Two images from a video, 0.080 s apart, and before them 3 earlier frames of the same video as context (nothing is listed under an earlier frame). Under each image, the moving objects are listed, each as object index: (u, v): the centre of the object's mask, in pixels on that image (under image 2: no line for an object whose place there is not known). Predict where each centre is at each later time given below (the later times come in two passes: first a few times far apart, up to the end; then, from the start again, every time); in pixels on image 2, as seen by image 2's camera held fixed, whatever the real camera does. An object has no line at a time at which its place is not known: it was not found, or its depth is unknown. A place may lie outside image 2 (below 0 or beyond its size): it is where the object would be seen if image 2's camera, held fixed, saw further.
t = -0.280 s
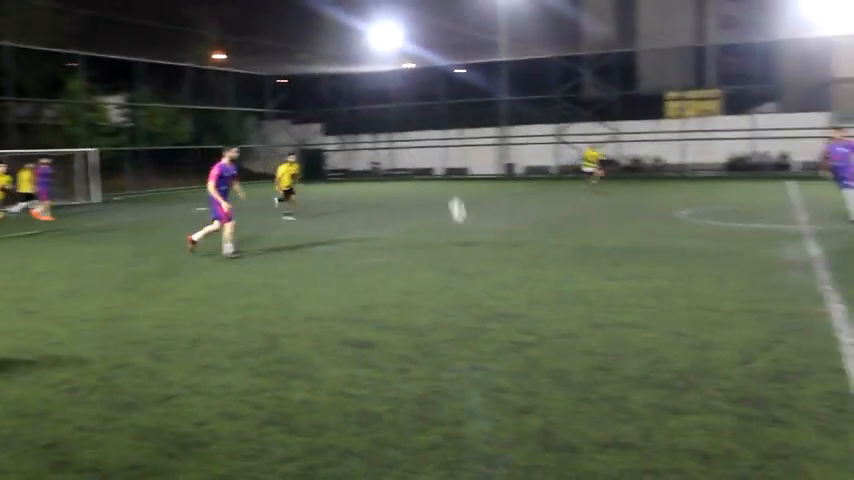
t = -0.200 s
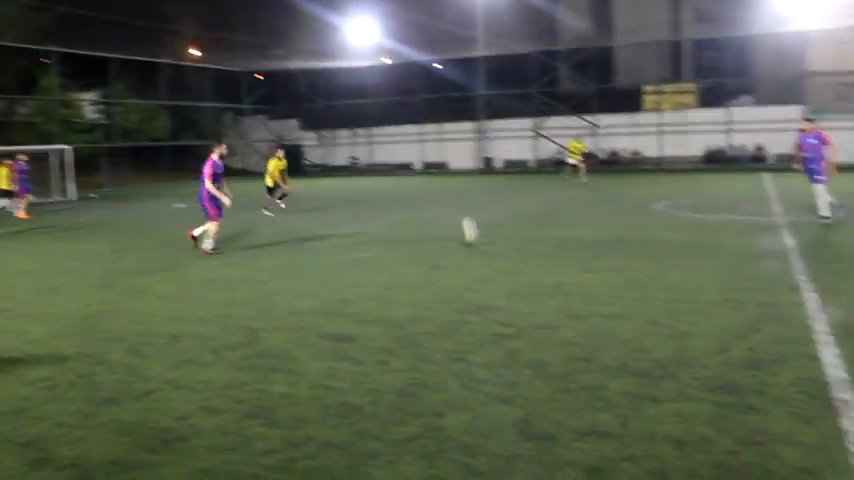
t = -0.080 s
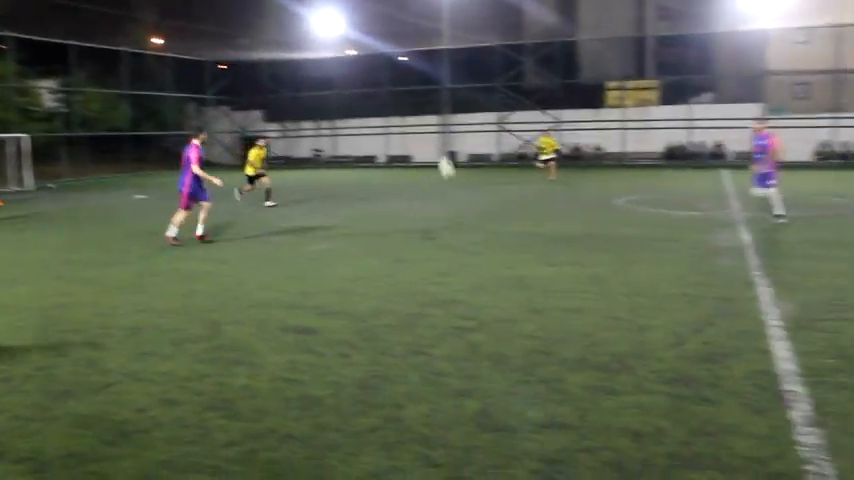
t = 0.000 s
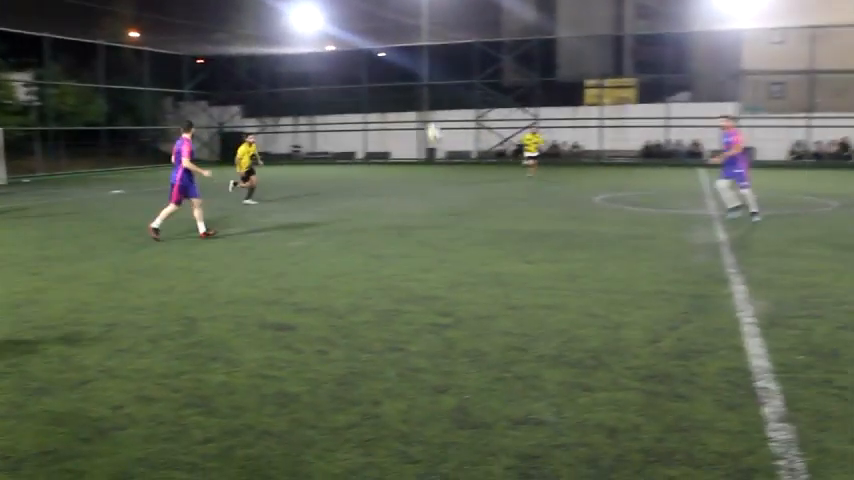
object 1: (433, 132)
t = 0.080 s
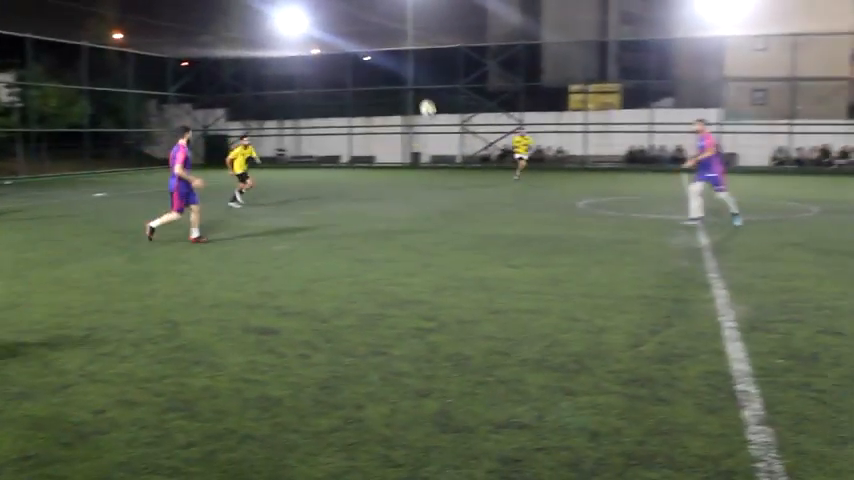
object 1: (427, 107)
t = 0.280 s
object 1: (448, 59)
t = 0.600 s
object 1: (482, 36)
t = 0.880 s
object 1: (511, 76)
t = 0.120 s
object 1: (432, 96)
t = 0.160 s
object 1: (436, 85)
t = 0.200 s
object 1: (440, 75)
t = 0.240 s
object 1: (444, 66)
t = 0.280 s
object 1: (448, 59)
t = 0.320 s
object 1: (453, 52)
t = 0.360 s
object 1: (458, 46)
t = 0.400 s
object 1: (461, 42)
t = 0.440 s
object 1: (465, 38)
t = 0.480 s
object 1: (469, 36)
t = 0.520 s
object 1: (474, 35)
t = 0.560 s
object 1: (478, 35)
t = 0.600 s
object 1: (482, 36)
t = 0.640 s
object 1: (485, 39)
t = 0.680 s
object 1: (490, 43)
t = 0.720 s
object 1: (494, 47)
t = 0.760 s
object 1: (499, 53)
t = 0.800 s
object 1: (503, 59)
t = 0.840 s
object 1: (507, 67)
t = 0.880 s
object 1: (511, 76)
